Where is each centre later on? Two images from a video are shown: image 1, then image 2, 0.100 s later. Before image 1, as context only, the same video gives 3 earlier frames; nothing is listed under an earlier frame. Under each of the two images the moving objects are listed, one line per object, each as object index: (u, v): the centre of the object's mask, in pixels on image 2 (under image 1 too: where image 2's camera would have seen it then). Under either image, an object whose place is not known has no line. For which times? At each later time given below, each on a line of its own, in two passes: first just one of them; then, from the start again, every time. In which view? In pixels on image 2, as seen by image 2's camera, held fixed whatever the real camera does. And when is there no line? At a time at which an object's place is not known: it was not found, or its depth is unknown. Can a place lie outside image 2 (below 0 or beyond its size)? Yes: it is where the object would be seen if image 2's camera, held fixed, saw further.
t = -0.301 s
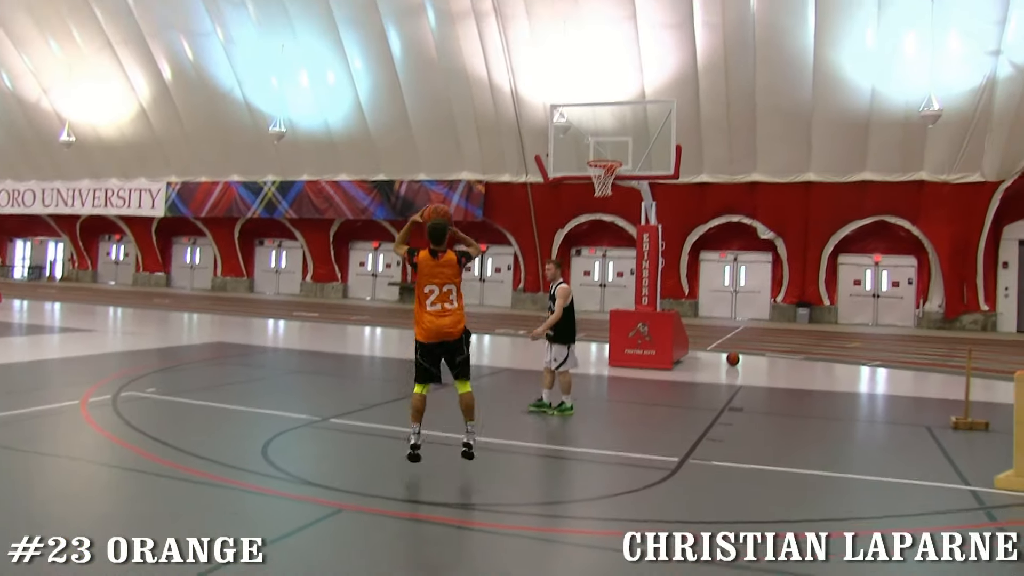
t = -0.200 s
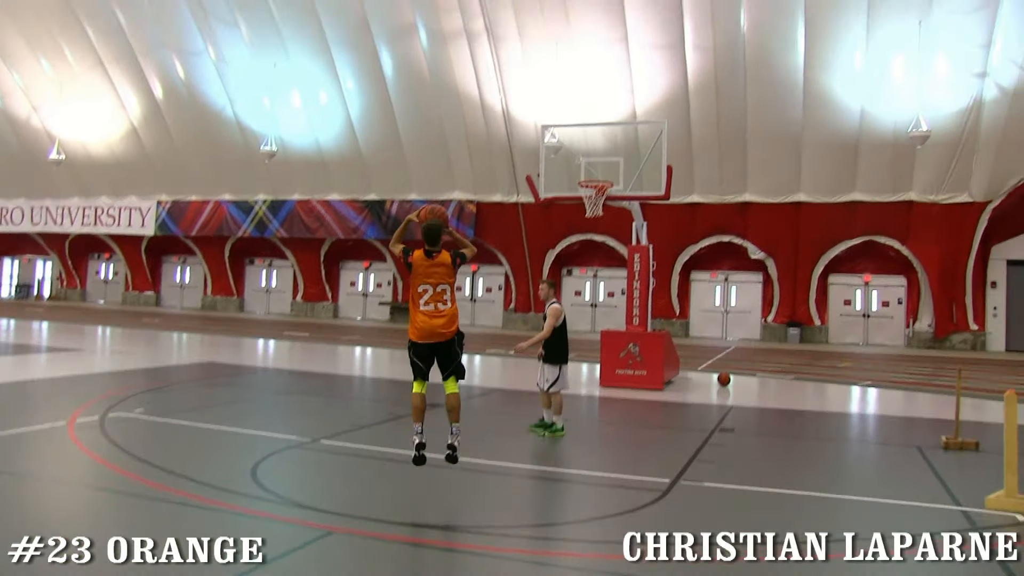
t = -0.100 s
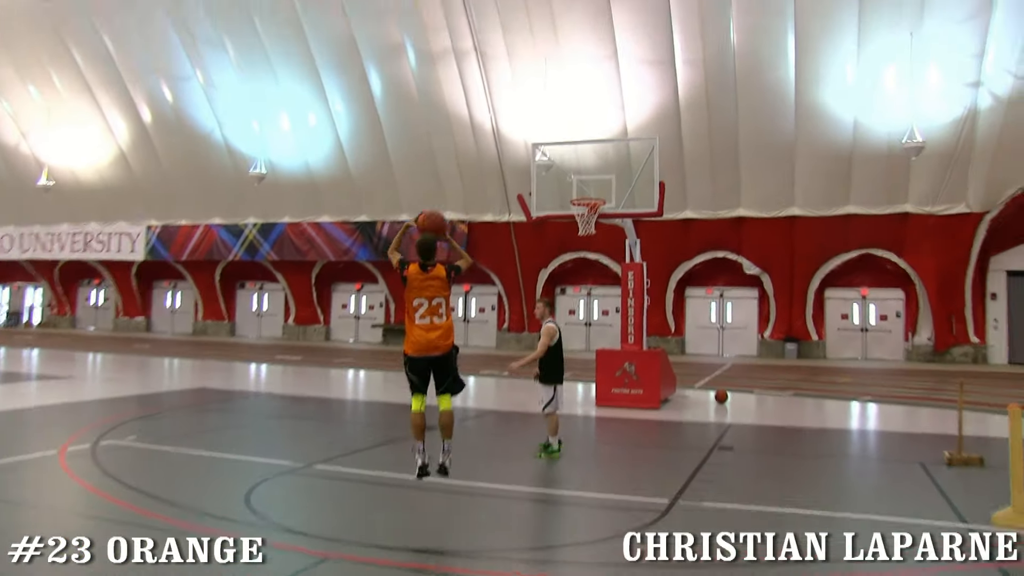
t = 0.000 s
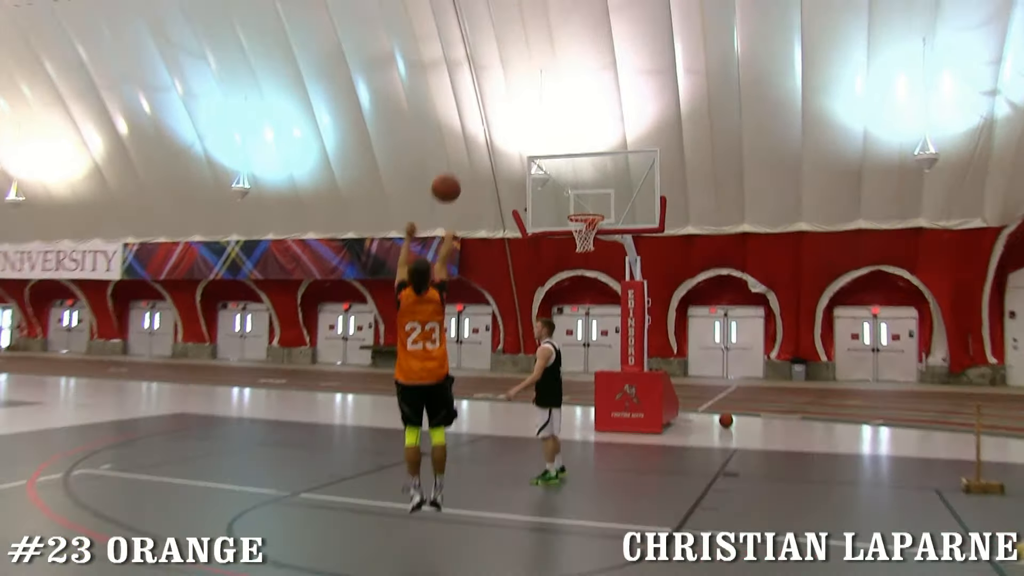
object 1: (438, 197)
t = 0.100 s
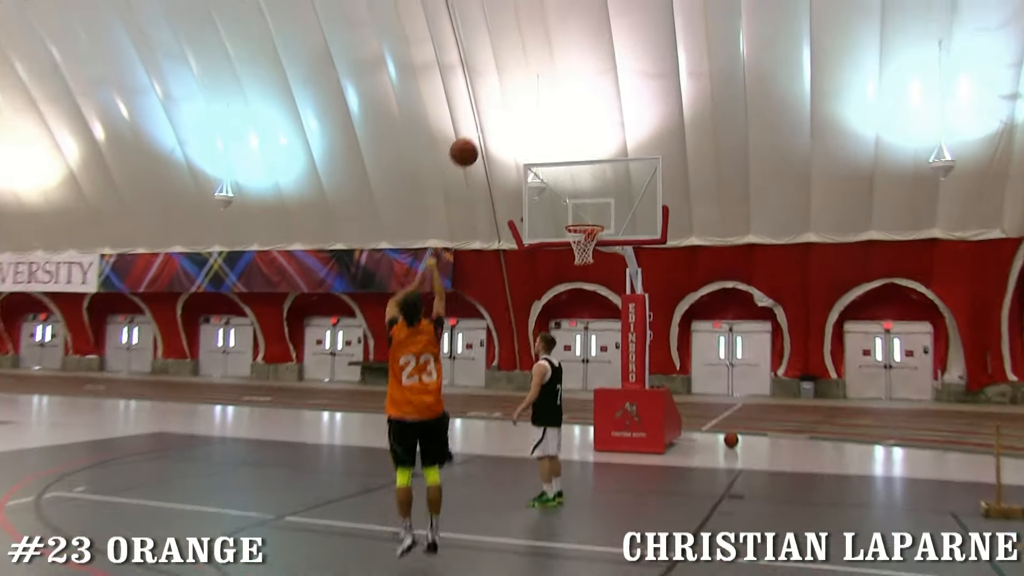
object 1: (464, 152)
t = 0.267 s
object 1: (499, 112)
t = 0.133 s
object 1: (471, 141)
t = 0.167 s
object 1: (479, 132)
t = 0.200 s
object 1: (485, 124)
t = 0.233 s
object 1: (492, 117)
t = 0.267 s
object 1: (499, 112)
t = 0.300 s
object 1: (505, 108)
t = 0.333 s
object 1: (511, 105)
